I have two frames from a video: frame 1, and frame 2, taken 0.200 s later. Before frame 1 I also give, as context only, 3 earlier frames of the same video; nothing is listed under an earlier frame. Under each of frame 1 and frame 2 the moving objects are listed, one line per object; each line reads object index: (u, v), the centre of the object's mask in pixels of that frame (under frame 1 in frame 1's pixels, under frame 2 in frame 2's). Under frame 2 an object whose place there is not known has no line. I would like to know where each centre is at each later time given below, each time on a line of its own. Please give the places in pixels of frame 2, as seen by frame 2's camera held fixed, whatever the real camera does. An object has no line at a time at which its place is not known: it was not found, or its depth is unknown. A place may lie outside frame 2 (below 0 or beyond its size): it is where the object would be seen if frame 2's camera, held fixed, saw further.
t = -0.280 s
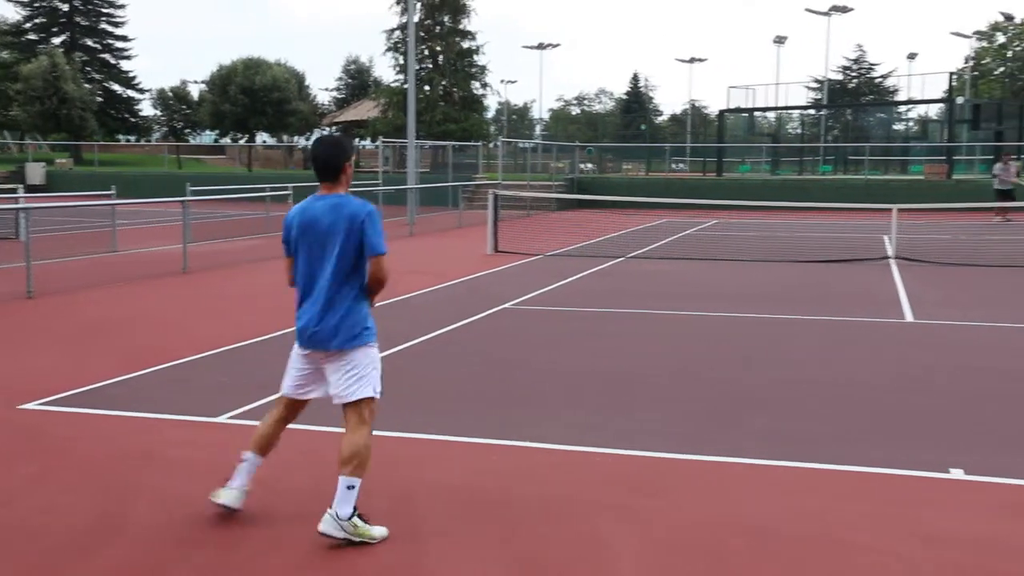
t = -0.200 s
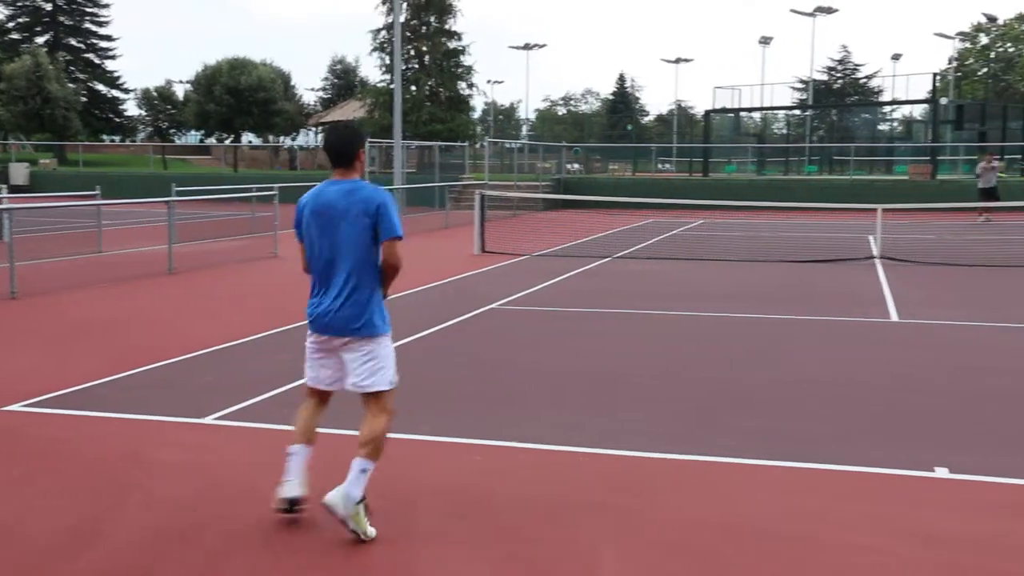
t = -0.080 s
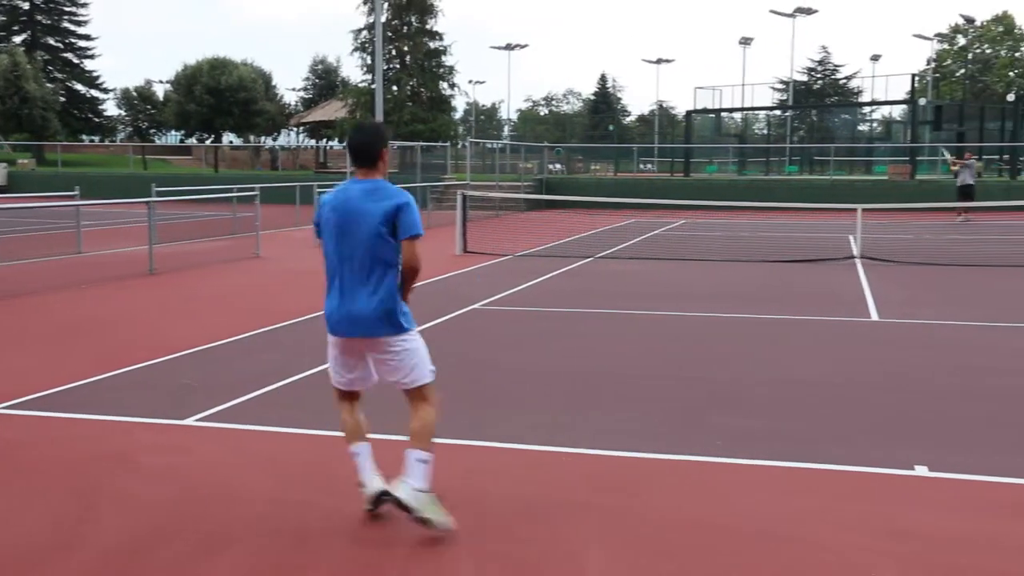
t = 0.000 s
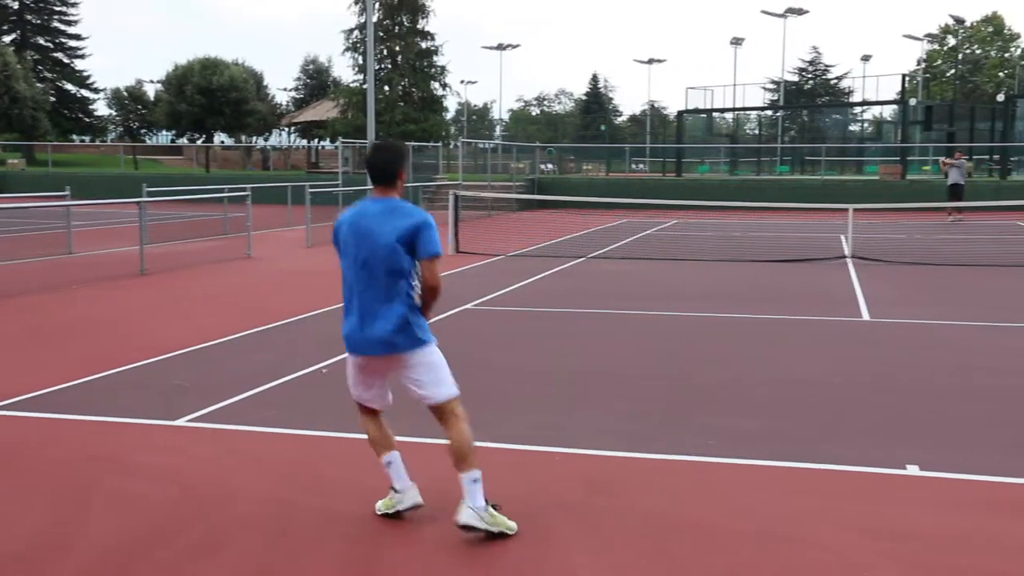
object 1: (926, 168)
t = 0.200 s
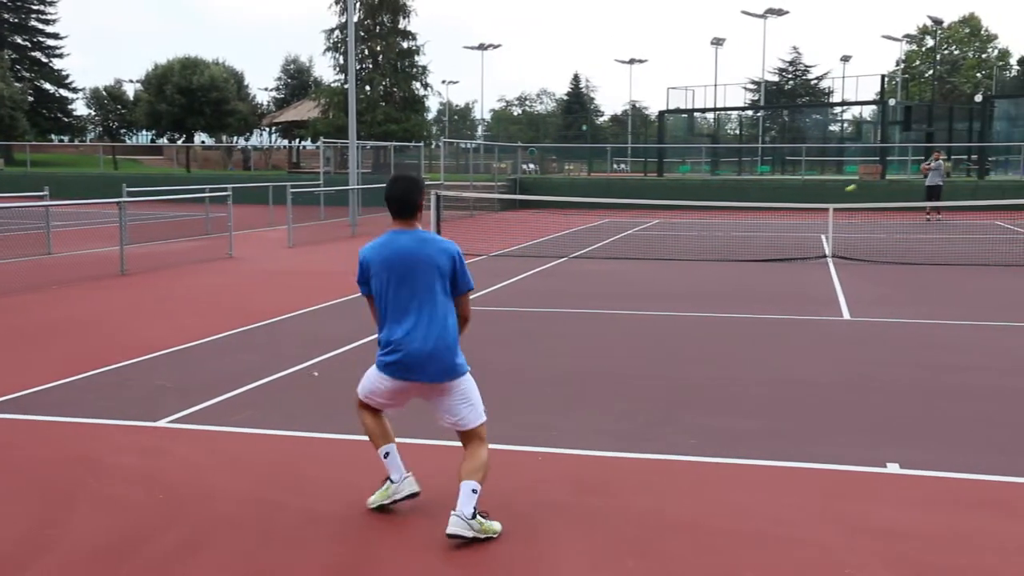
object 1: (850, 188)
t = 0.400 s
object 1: (775, 251)
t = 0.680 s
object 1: (656, 248)
